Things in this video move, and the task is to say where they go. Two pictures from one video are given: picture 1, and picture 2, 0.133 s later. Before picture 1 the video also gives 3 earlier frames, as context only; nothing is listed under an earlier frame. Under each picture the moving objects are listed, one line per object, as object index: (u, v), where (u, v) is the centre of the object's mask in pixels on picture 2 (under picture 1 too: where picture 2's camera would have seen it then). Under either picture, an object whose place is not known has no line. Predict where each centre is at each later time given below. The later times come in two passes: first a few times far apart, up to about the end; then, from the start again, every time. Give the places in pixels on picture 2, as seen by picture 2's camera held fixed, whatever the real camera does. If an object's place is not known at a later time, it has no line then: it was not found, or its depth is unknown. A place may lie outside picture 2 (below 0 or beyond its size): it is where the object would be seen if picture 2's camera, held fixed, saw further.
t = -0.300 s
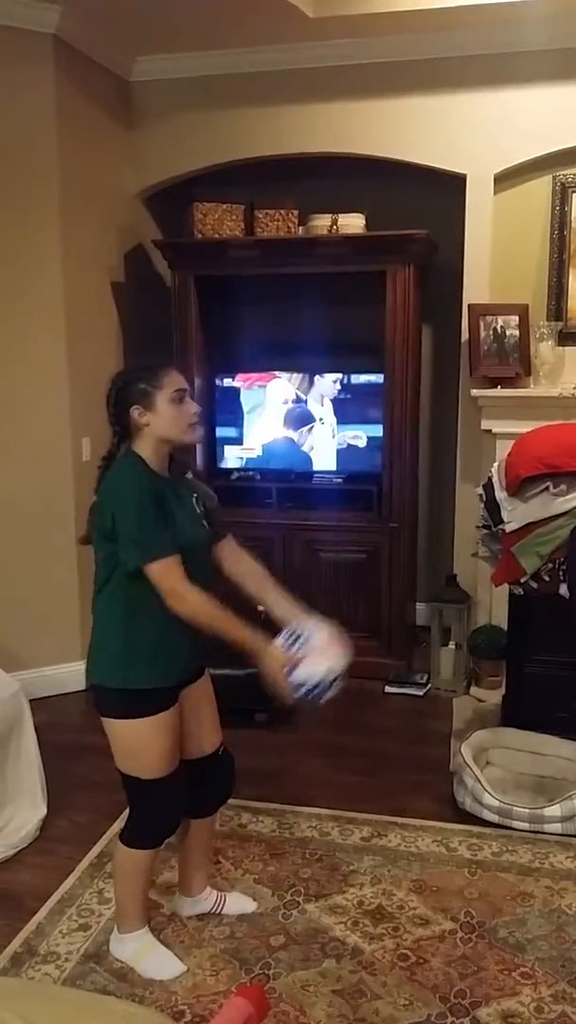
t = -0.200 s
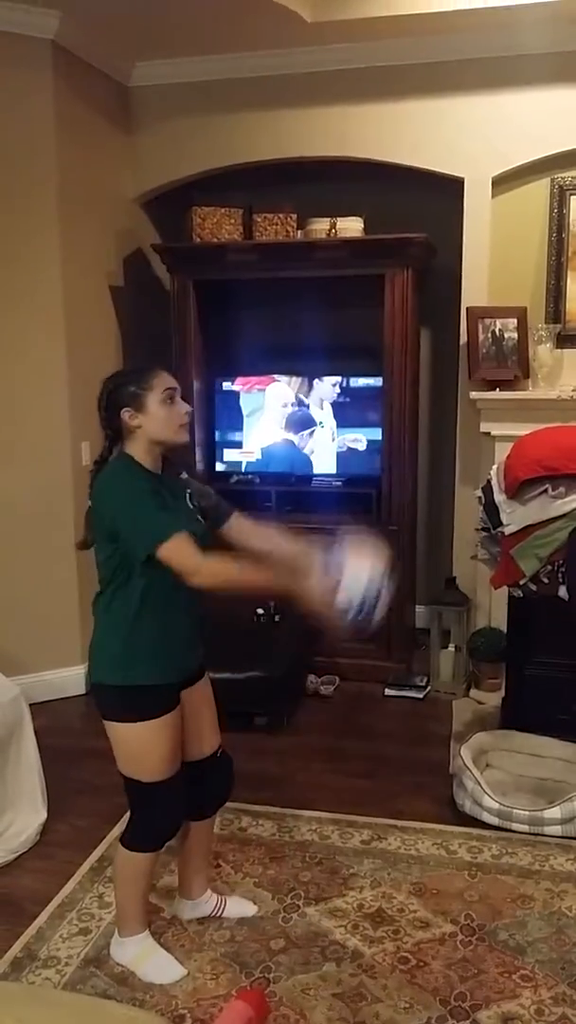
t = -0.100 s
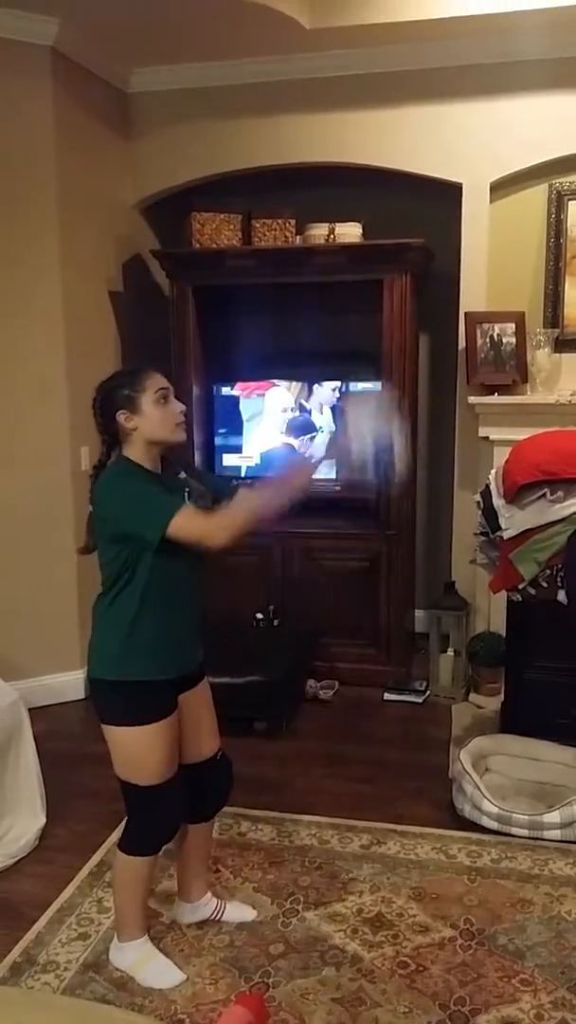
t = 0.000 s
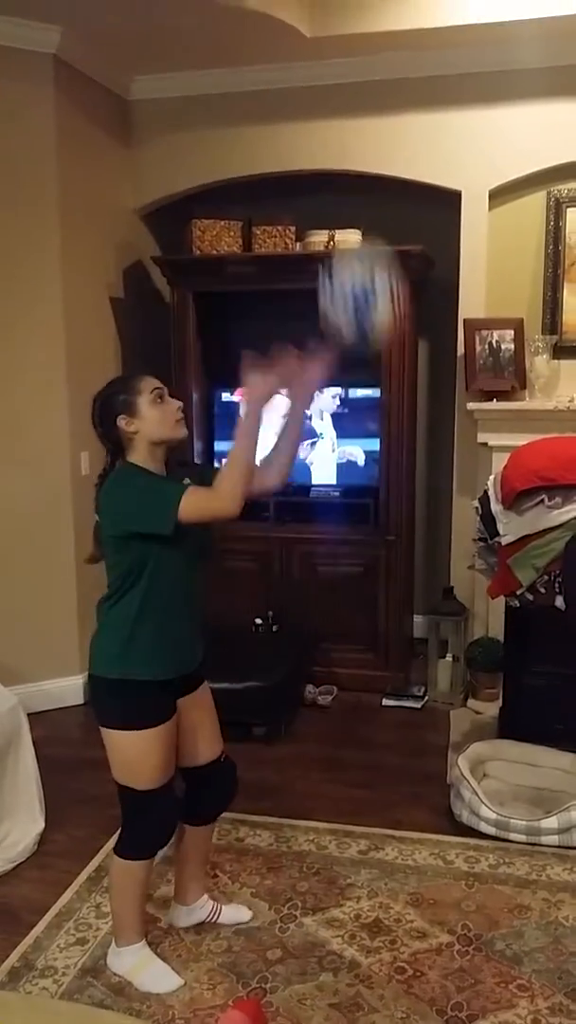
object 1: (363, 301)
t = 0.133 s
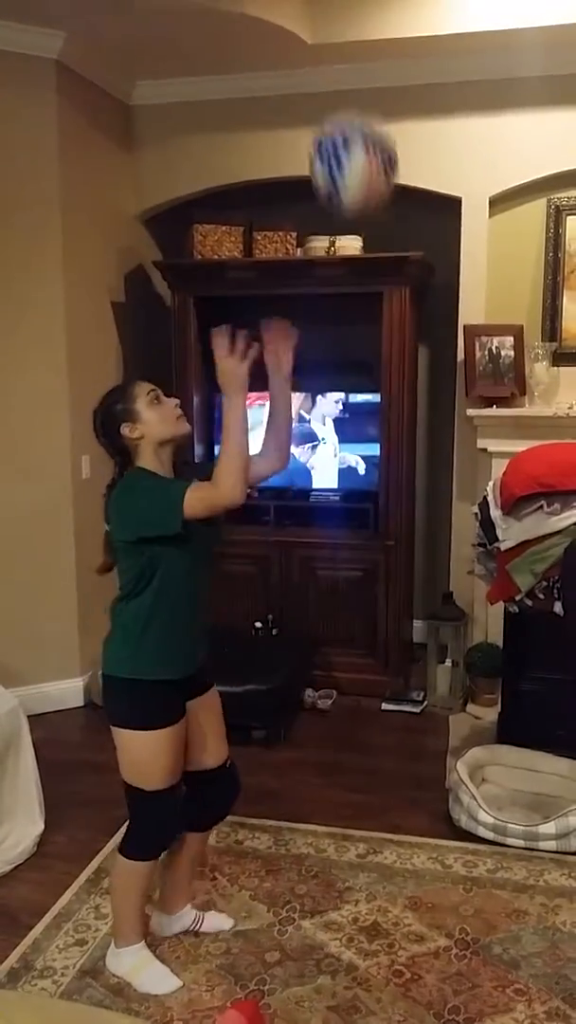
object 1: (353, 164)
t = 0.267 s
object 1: (345, 105)
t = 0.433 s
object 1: (333, 139)
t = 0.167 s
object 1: (352, 140)
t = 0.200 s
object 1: (350, 124)
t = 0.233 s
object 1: (347, 111)
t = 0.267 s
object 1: (345, 105)
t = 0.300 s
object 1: (341, 103)
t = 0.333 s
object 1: (339, 105)
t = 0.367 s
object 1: (335, 113)
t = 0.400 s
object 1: (335, 121)
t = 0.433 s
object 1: (333, 139)
